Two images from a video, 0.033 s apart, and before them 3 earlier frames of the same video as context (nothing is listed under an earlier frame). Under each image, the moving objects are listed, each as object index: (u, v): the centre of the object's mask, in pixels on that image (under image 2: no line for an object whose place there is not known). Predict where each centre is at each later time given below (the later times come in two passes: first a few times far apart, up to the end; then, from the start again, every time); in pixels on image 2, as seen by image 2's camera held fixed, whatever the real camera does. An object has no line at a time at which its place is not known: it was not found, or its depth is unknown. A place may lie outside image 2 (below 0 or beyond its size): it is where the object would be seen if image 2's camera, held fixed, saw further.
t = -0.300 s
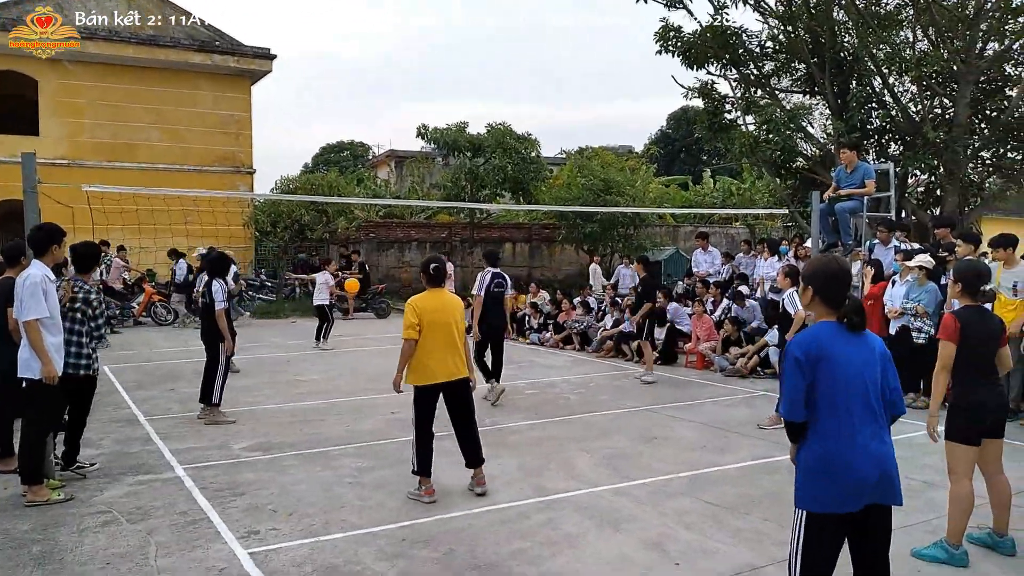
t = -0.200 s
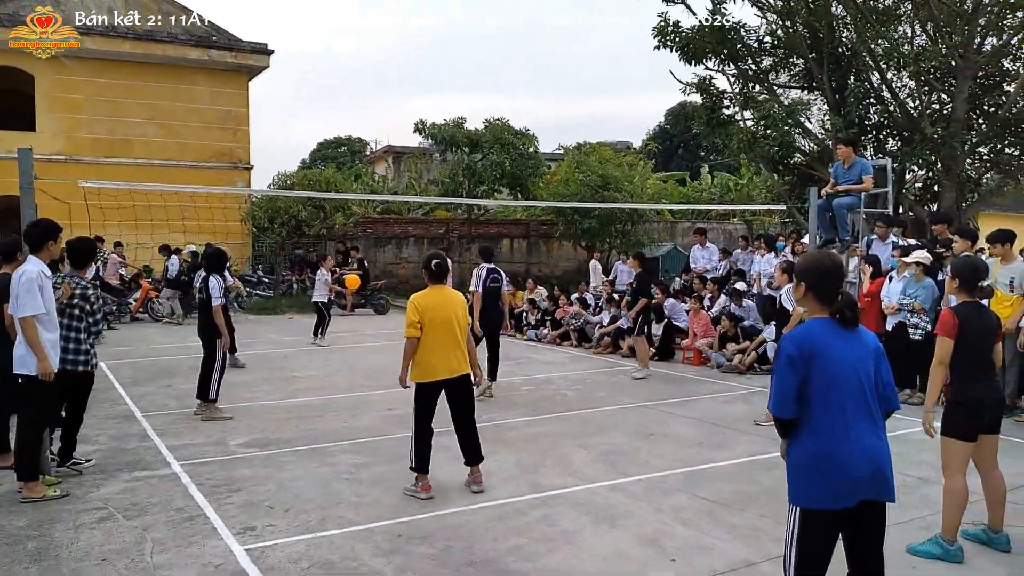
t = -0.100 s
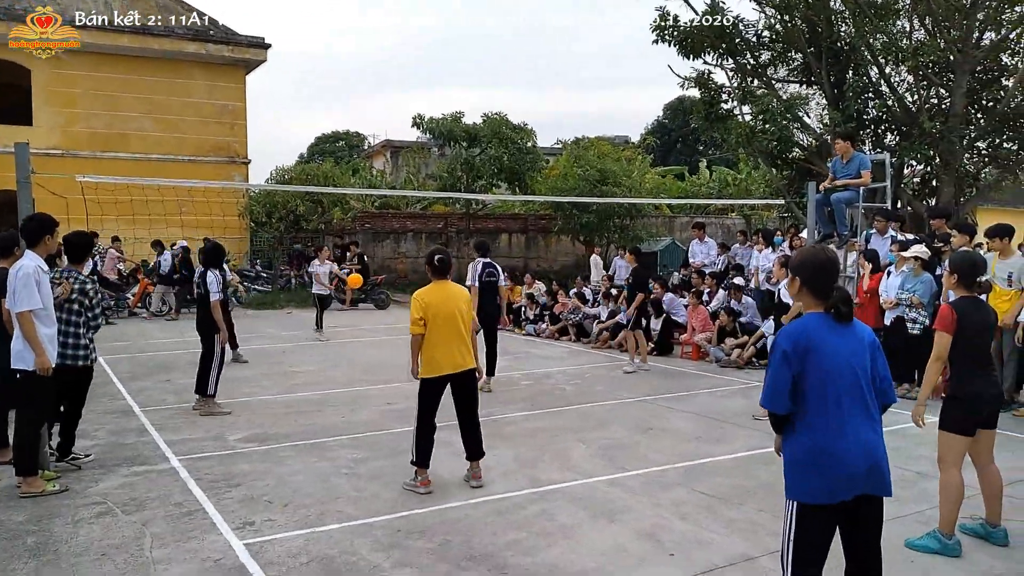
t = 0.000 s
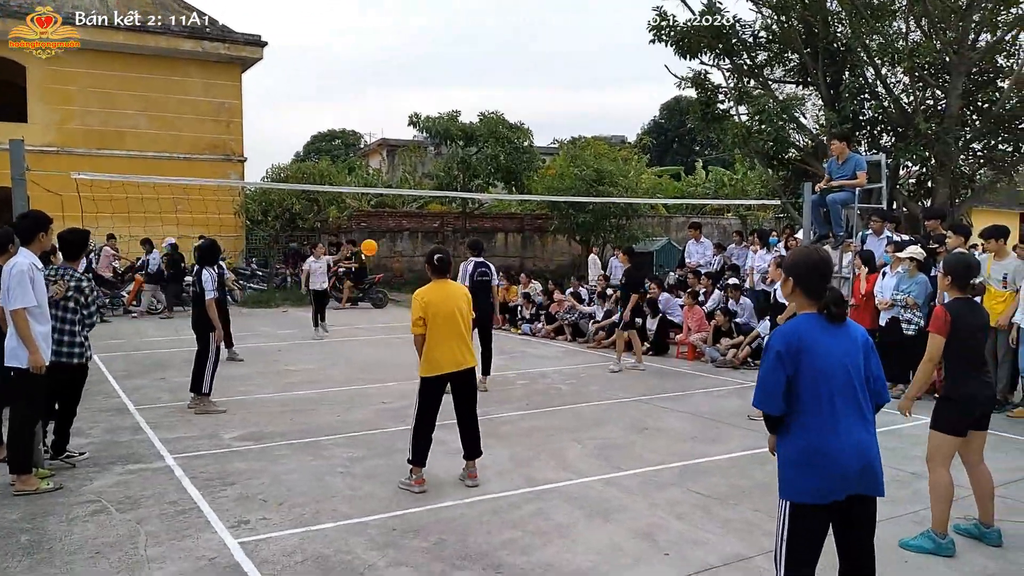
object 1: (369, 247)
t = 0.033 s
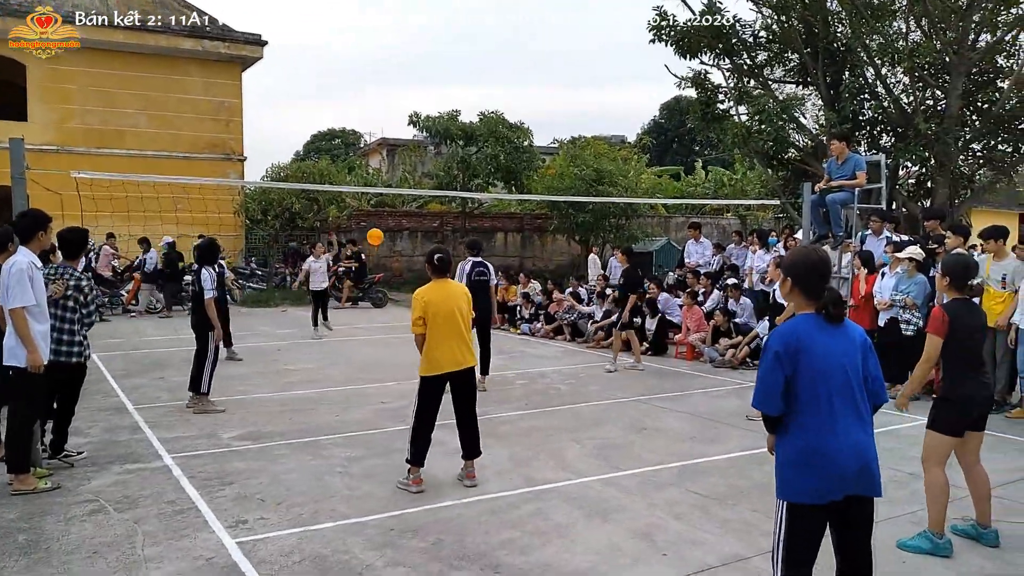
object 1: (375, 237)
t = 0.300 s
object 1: (426, 167)
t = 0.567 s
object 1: (493, 133)
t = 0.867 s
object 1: (594, 182)
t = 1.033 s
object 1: (666, 269)
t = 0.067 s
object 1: (381, 227)
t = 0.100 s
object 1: (387, 217)
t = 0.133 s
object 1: (394, 208)
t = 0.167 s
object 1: (400, 200)
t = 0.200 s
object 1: (406, 189)
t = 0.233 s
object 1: (413, 181)
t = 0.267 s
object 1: (420, 175)
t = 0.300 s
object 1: (426, 167)
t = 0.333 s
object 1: (434, 160)
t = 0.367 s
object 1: (441, 154)
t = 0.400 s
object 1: (449, 149)
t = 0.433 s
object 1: (457, 144)
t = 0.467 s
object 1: (465, 140)
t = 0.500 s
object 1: (474, 137)
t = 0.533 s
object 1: (483, 135)
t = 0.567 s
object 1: (493, 133)
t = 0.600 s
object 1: (503, 133)
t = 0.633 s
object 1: (513, 135)
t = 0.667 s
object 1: (523, 137)
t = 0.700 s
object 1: (534, 141)
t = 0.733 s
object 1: (545, 146)
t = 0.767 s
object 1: (556, 153)
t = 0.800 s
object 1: (569, 161)
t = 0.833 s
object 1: (581, 171)
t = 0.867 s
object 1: (594, 182)
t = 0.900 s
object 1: (607, 196)
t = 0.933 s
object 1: (621, 211)
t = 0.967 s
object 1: (635, 228)
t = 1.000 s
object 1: (650, 248)
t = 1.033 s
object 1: (666, 269)
